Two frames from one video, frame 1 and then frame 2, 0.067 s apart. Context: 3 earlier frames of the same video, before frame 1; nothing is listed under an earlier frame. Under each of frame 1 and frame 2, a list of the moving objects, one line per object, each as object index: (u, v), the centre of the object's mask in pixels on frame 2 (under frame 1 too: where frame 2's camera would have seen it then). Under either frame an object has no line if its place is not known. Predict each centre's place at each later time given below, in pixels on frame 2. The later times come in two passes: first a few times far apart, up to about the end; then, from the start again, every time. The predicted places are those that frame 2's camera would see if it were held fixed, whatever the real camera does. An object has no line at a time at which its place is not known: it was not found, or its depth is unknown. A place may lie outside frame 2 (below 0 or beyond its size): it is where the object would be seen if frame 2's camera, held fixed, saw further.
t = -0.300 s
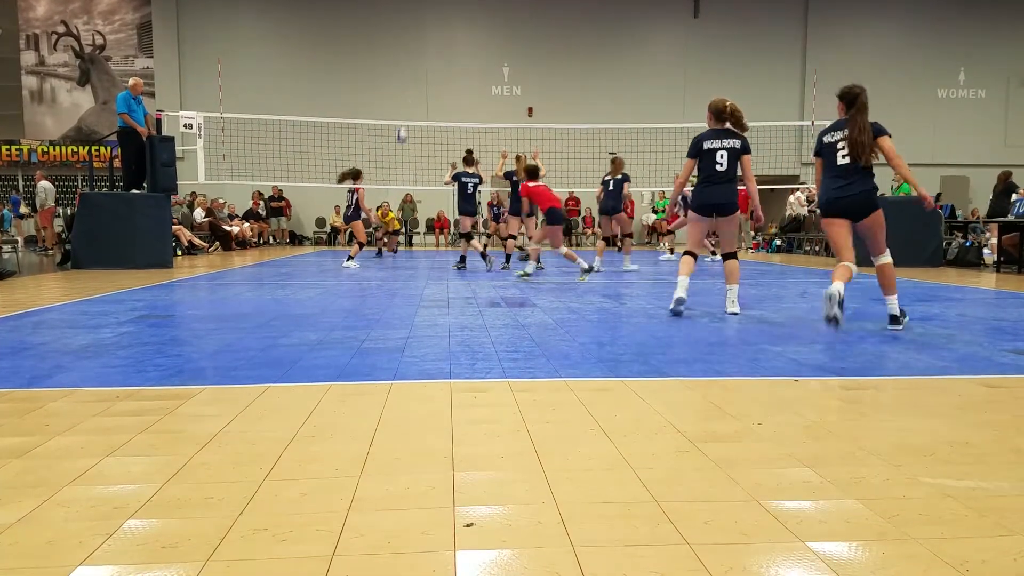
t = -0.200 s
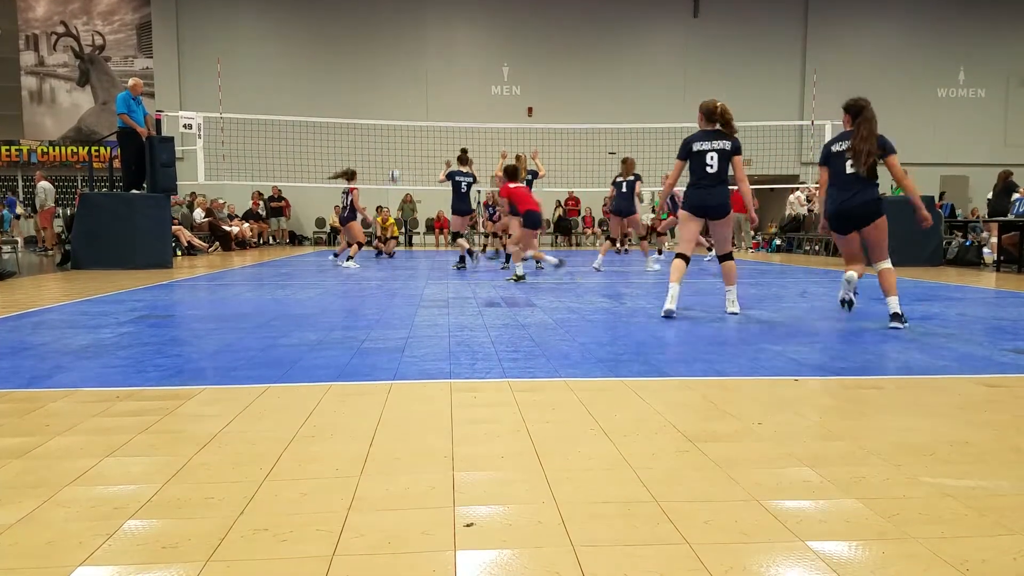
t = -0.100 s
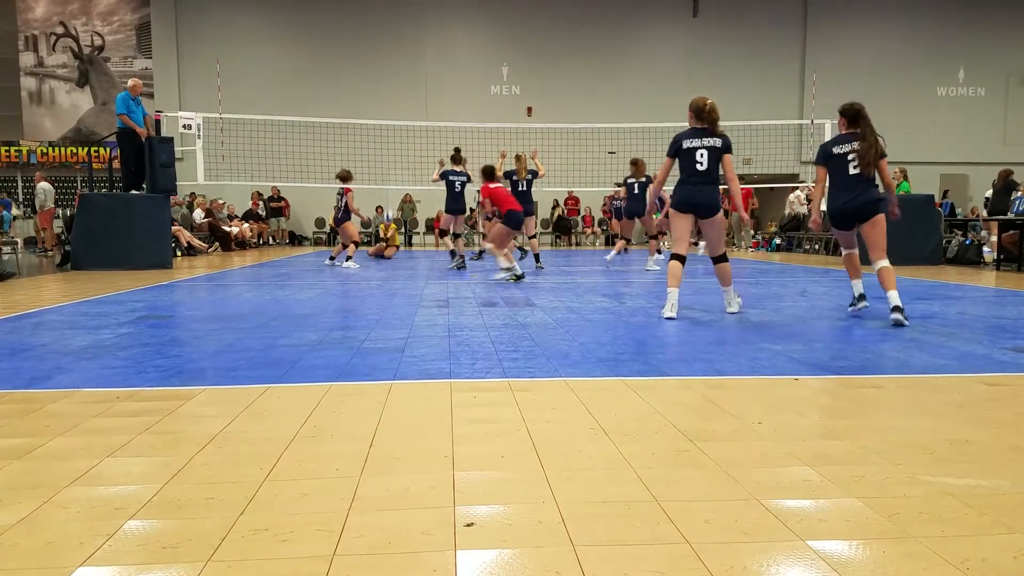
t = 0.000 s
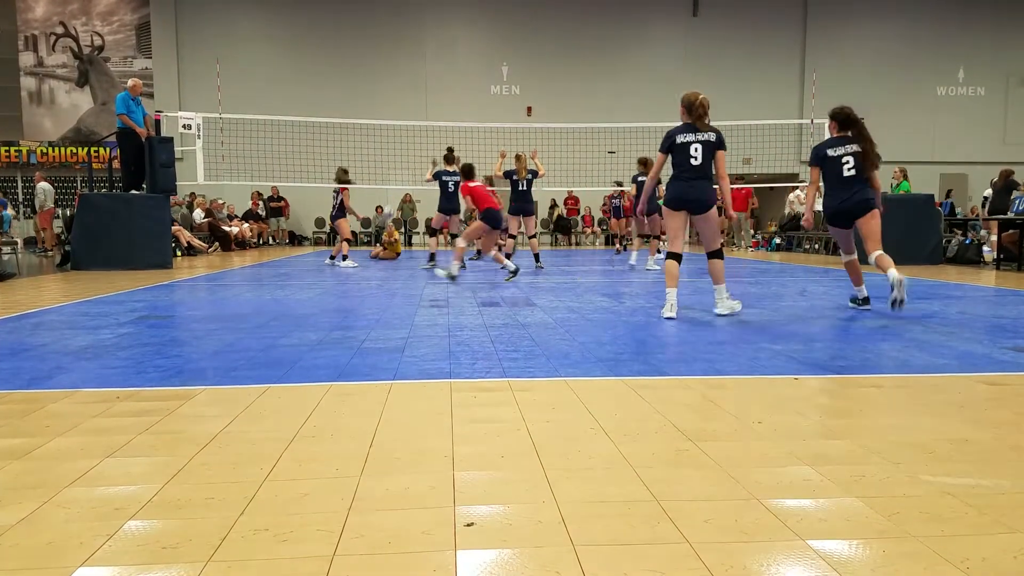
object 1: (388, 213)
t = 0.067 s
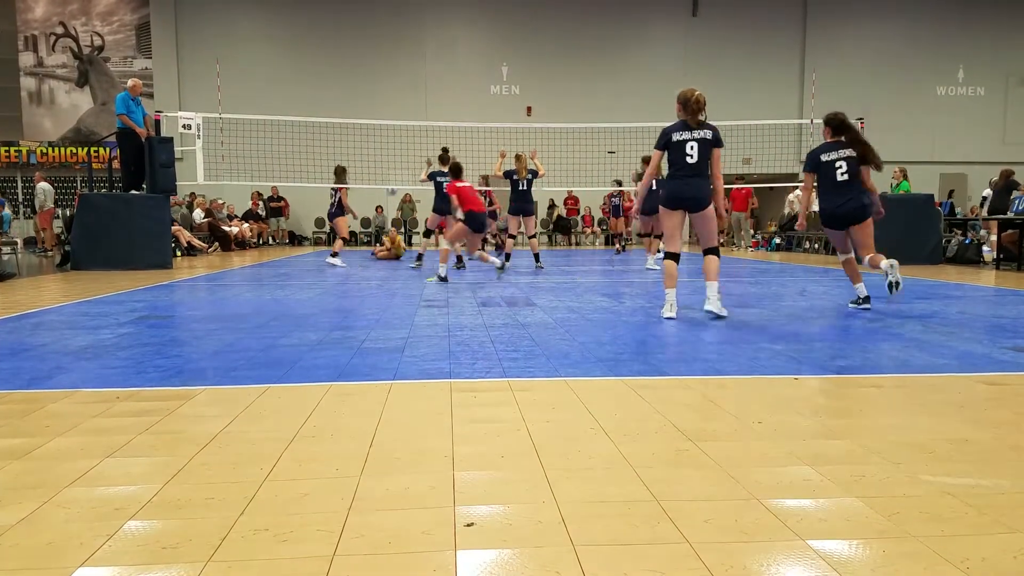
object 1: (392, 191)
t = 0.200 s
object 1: (398, 149)
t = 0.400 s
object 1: (409, 105)
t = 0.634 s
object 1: (422, 79)
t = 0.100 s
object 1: (394, 179)
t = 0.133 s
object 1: (396, 169)
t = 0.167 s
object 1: (397, 159)
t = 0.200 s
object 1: (398, 149)
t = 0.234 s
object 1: (401, 140)
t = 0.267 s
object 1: (402, 132)
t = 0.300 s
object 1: (405, 124)
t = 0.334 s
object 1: (405, 116)
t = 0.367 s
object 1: (407, 111)
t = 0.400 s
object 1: (409, 105)
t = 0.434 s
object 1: (410, 100)
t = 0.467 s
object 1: (413, 94)
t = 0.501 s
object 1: (414, 90)
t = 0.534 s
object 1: (417, 86)
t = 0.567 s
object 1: (418, 84)
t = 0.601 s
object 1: (420, 81)
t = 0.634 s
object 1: (422, 79)
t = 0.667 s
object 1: (424, 78)
